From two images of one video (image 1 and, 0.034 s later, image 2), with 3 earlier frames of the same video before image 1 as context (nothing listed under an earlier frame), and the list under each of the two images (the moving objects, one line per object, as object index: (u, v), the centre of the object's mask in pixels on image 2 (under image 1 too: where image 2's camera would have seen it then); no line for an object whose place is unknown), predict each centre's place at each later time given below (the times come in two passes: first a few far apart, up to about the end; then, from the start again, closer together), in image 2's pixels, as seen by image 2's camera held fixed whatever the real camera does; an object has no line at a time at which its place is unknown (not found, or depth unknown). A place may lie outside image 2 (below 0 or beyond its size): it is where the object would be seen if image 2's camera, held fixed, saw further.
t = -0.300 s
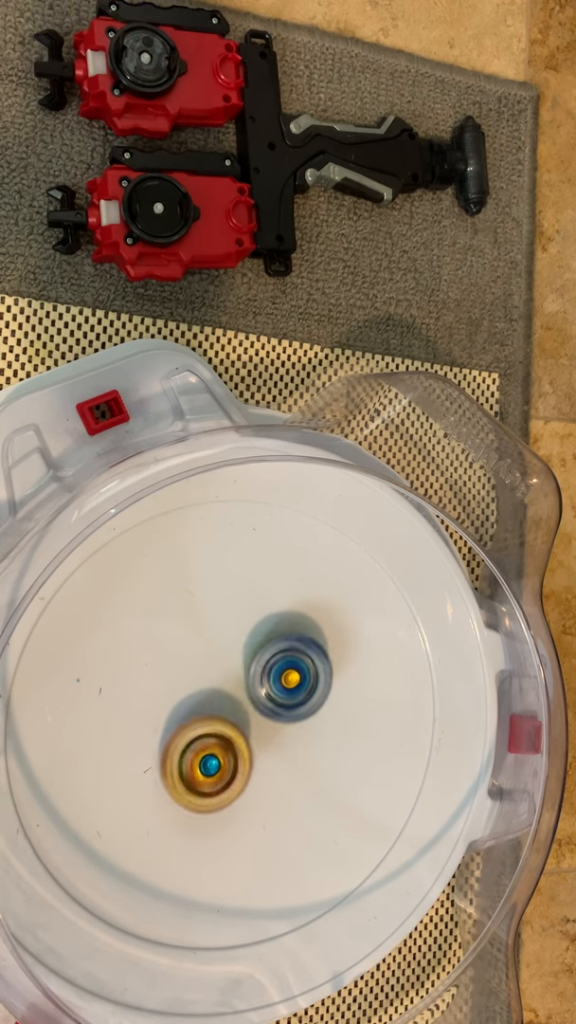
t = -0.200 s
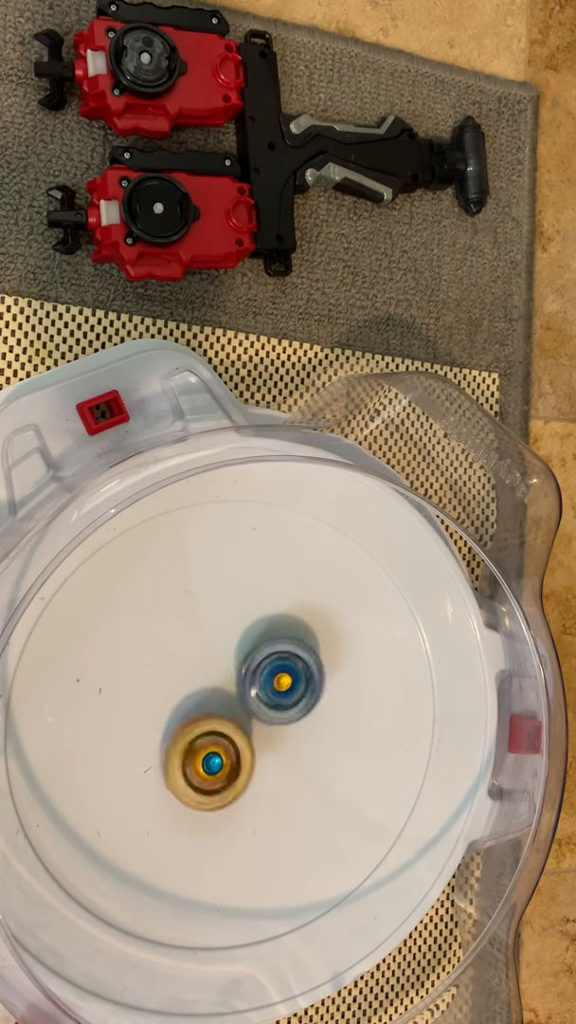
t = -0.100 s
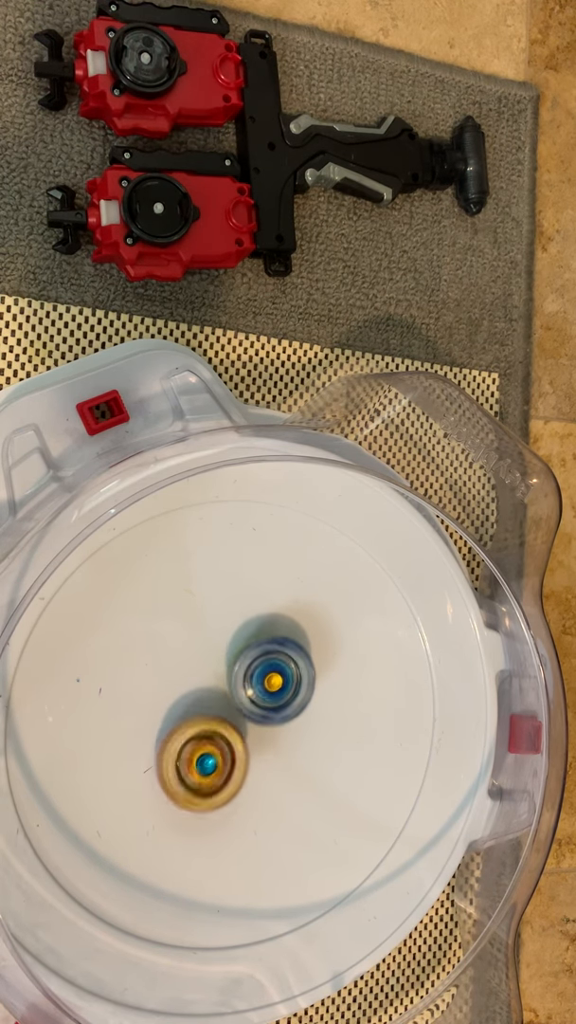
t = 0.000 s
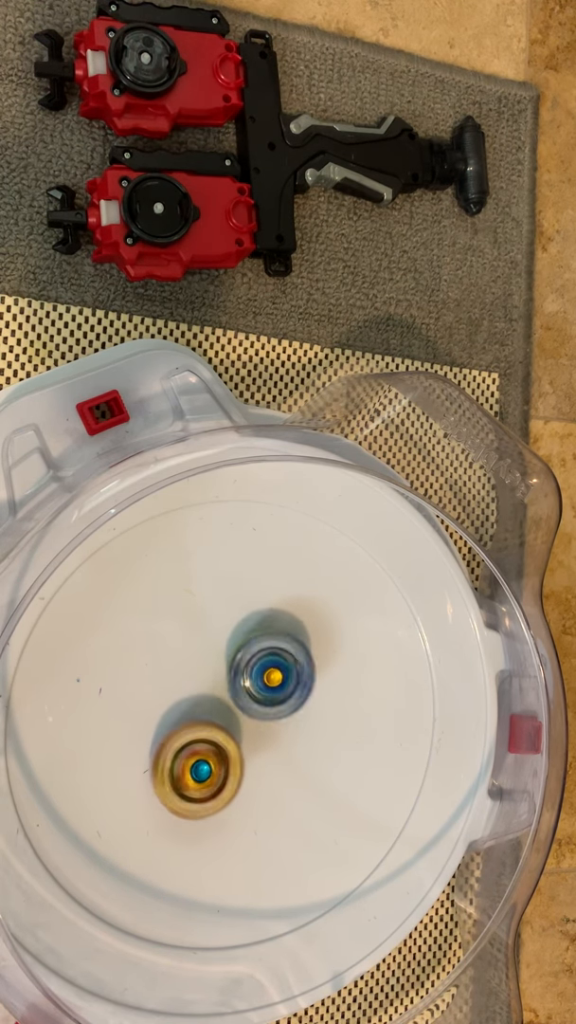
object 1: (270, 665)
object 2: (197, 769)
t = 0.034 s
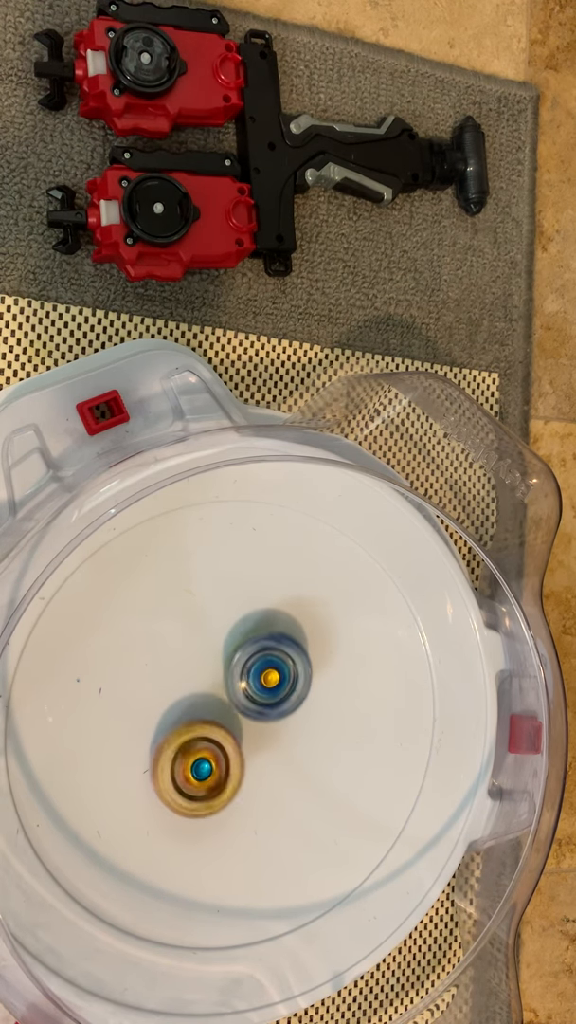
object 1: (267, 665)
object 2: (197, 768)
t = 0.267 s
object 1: (266, 650)
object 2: (184, 782)
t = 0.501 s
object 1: (253, 670)
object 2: (193, 762)
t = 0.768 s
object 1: (260, 667)
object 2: (195, 761)
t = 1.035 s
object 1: (264, 670)
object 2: (202, 764)
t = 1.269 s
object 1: (268, 670)
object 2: (209, 770)
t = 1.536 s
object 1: (267, 672)
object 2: (213, 770)
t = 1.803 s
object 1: (276, 667)
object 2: (203, 786)
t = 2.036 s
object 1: (261, 673)
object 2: (209, 767)
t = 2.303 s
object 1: (266, 667)
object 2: (213, 767)
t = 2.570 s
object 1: (262, 664)
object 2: (220, 770)
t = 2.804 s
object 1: (254, 662)
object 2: (227, 775)
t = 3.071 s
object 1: (242, 659)
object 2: (233, 782)
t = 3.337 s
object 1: (227, 664)
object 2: (239, 772)
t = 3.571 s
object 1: (223, 670)
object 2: (250, 774)
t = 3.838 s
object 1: (221, 673)
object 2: (257, 790)
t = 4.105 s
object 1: (228, 678)
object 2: (254, 794)
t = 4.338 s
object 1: (235, 674)
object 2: (247, 784)
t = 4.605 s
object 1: (235, 653)
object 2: (241, 778)
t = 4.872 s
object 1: (223, 649)
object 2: (250, 760)
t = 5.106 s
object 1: (215, 644)
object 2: (269, 769)
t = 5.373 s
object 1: (216, 674)
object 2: (263, 774)
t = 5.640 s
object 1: (227, 663)
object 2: (260, 790)
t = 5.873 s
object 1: (229, 664)
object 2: (250, 776)
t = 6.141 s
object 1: (231, 662)
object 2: (261, 763)
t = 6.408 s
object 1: (227, 666)
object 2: (272, 763)
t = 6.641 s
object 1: (229, 668)
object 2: (274, 772)
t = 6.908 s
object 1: (232, 670)
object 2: (260, 771)
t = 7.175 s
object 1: (230, 658)
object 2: (256, 771)
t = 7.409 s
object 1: (222, 660)
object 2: (260, 769)
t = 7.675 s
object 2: (267, 780)
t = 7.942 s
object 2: (260, 773)
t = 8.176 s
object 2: (265, 770)
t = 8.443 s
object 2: (270, 764)
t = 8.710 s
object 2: (276, 763)
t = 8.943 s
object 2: (274, 761)
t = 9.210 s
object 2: (273, 757)
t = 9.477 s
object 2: (274, 759)
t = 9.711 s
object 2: (268, 763)
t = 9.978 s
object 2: (266, 760)
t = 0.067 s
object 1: (264, 666)
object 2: (197, 766)
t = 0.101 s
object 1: (261, 667)
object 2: (198, 765)
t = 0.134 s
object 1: (257, 669)
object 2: (198, 761)
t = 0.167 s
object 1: (259, 662)
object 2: (192, 769)
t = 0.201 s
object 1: (262, 656)
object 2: (186, 775)
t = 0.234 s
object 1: (265, 652)
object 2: (185, 780)
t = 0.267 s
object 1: (266, 650)
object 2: (184, 782)
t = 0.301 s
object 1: (266, 649)
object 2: (184, 782)
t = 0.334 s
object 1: (266, 651)
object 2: (184, 781)
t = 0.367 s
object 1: (265, 653)
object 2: (185, 778)
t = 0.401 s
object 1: (262, 657)
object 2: (187, 775)
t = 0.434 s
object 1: (260, 660)
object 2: (188, 772)
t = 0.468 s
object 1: (257, 664)
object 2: (190, 767)
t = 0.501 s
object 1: (253, 670)
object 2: (193, 762)
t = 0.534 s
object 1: (253, 670)
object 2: (191, 761)
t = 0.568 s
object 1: (255, 666)
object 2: (188, 764)
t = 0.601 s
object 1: (257, 665)
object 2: (188, 765)
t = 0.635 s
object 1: (257, 666)
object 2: (188, 765)
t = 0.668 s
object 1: (258, 666)
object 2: (191, 764)
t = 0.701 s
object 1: (258, 668)
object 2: (194, 761)
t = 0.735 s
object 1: (257, 670)
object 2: (197, 758)
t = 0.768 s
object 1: (260, 667)
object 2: (195, 761)
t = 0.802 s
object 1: (263, 664)
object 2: (195, 764)
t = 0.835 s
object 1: (265, 664)
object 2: (196, 765)
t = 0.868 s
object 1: (266, 665)
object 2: (197, 766)
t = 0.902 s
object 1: (266, 666)
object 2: (198, 764)
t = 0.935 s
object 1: (266, 668)
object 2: (200, 764)
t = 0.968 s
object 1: (264, 671)
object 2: (201, 763)
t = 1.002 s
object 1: (263, 673)
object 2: (203, 762)
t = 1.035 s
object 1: (264, 670)
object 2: (202, 764)
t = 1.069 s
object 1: (265, 671)
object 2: (201, 765)
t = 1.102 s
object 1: (266, 670)
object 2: (202, 767)
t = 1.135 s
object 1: (266, 670)
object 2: (204, 767)
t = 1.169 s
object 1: (266, 672)
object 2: (207, 766)
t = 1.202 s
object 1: (265, 674)
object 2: (209, 766)
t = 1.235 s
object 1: (266, 672)
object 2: (209, 767)
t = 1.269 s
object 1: (268, 670)
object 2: (209, 770)
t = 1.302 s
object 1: (269, 669)
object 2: (210, 771)
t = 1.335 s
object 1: (270, 668)
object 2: (211, 773)
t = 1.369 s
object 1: (271, 669)
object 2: (212, 772)
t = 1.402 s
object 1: (269, 671)
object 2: (213, 770)
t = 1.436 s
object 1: (268, 672)
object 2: (214, 768)
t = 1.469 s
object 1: (267, 673)
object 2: (214, 767)
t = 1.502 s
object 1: (266, 673)
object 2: (212, 769)
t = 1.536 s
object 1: (267, 672)
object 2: (213, 770)
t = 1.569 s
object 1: (268, 672)
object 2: (213, 770)
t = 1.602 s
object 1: (267, 675)
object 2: (213, 770)
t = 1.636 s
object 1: (266, 676)
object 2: (213, 770)
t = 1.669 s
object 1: (270, 671)
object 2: (207, 776)
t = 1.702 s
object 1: (273, 668)
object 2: (204, 782)
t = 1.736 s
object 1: (275, 667)
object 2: (203, 786)
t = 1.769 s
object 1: (277, 666)
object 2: (203, 787)
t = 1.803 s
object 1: (276, 667)
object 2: (203, 786)
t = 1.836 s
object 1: (275, 667)
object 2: (203, 785)
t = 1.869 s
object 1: (273, 668)
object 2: (203, 783)
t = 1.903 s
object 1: (270, 670)
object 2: (203, 781)
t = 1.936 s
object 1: (268, 670)
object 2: (205, 778)
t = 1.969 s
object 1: (266, 670)
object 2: (205, 775)
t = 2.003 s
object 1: (264, 672)
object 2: (206, 771)
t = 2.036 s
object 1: (261, 673)
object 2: (209, 767)
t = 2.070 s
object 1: (264, 667)
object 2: (204, 771)
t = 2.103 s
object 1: (266, 663)
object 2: (202, 775)
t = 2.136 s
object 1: (268, 661)
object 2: (204, 777)
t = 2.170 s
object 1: (270, 660)
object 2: (205, 777)
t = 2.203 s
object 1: (270, 661)
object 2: (206, 776)
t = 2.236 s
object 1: (270, 662)
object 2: (209, 773)
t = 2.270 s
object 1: (269, 664)
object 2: (212, 770)
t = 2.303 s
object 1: (266, 667)
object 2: (213, 767)
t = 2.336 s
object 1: (264, 667)
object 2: (214, 767)
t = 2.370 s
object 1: (265, 665)
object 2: (214, 768)
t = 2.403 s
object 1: (264, 664)
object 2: (215, 769)
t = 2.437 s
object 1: (265, 664)
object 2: (217, 769)
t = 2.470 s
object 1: (264, 665)
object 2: (219, 767)
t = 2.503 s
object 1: (262, 666)
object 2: (221, 767)
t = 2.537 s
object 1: (263, 664)
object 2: (220, 769)
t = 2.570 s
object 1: (262, 664)
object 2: (220, 770)
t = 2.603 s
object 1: (262, 663)
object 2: (221, 770)
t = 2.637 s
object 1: (261, 664)
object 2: (223, 771)
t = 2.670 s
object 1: (259, 667)
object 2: (224, 770)
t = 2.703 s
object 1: (257, 665)
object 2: (225, 771)
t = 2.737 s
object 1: (255, 665)
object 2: (226, 771)
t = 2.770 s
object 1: (254, 665)
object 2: (227, 773)
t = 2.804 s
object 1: (254, 662)
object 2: (227, 775)
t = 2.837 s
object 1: (254, 661)
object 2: (227, 775)
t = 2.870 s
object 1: (252, 661)
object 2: (229, 776)
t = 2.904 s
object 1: (252, 661)
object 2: (230, 777)
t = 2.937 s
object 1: (250, 665)
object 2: (230, 777)
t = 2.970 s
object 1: (248, 666)
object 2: (232, 775)
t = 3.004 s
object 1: (246, 667)
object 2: (232, 775)
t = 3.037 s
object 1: (242, 663)
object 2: (232, 781)
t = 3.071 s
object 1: (242, 659)
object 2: (233, 782)
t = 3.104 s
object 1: (241, 658)
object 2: (234, 782)
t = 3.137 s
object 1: (238, 657)
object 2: (236, 782)
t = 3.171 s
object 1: (237, 658)
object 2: (236, 779)
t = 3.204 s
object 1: (235, 661)
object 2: (236, 777)
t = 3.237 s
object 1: (233, 662)
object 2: (237, 774)
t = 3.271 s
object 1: (231, 664)
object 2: (237, 773)
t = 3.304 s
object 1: (227, 664)
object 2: (237, 773)
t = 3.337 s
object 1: (227, 664)
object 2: (239, 772)
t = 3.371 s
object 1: (226, 663)
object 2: (240, 773)
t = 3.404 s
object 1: (224, 659)
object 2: (244, 776)
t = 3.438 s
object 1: (224, 659)
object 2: (246, 777)
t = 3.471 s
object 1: (223, 660)
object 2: (248, 777)
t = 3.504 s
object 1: (223, 661)
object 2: (250, 776)
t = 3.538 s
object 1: (222, 667)
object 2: (250, 775)
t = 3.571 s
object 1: (223, 670)
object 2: (250, 774)
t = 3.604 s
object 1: (221, 672)
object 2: (251, 776)
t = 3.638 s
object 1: (220, 673)
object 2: (252, 777)
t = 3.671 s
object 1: (220, 674)
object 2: (254, 777)
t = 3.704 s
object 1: (220, 677)
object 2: (254, 778)
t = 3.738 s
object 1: (219, 674)
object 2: (256, 783)
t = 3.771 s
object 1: (219, 673)
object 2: (257, 787)
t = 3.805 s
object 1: (220, 672)
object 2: (258, 789)
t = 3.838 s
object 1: (221, 673)
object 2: (257, 790)
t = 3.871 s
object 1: (220, 675)
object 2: (257, 790)
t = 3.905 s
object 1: (222, 677)
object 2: (256, 790)
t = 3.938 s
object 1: (223, 681)
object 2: (256, 789)
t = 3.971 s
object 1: (225, 682)
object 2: (255, 788)
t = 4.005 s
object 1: (225, 685)
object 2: (253, 788)
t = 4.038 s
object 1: (225, 681)
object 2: (254, 791)
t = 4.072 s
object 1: (226, 678)
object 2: (253, 793)
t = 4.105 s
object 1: (228, 678)
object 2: (254, 794)
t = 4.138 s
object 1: (230, 678)
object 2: (252, 792)
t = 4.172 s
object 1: (232, 678)
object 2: (250, 791)
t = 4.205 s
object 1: (232, 679)
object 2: (250, 788)
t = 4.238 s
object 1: (233, 680)
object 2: (249, 786)
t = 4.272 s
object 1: (233, 678)
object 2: (248, 787)
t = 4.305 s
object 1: (233, 677)
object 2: (248, 784)
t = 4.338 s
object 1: (235, 674)
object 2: (247, 784)
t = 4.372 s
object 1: (235, 666)
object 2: (247, 788)
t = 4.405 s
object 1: (237, 659)
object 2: (245, 791)
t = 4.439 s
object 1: (237, 656)
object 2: (246, 791)
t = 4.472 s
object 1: (238, 653)
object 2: (245, 790)
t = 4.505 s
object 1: (238, 653)
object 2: (244, 789)
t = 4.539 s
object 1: (237, 652)
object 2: (243, 785)
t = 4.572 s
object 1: (237, 653)
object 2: (241, 783)
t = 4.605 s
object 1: (235, 653)
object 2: (241, 778)
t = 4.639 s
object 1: (234, 654)
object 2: (239, 774)
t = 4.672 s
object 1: (231, 656)
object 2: (240, 769)
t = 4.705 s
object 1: (230, 658)
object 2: (240, 764)
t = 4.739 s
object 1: (226, 652)
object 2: (242, 768)
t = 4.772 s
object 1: (225, 649)
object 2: (244, 768)
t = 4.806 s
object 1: (225, 648)
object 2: (246, 766)
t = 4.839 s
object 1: (224, 648)
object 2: (249, 763)
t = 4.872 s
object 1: (223, 649)
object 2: (250, 760)
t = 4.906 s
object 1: (222, 652)
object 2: (252, 757)
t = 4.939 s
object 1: (221, 655)
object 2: (254, 753)
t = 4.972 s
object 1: (217, 651)
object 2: (257, 759)
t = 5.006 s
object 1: (215, 645)
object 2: (262, 765)
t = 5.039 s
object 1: (214, 643)
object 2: (264, 768)
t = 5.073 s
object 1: (214, 643)
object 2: (267, 769)
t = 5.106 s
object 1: (215, 644)
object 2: (269, 769)
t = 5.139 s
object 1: (214, 647)
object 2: (269, 770)
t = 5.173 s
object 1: (214, 651)
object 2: (268, 771)
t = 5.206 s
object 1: (213, 655)
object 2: (268, 772)
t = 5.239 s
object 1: (214, 660)
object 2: (267, 772)
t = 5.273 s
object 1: (214, 666)
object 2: (266, 772)
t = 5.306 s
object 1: (215, 670)
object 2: (264, 770)
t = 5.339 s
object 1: (217, 676)
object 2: (261, 768)
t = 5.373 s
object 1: (216, 674)
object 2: (263, 774)
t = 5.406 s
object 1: (217, 673)
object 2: (264, 778)
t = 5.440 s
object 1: (219, 672)
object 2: (264, 778)
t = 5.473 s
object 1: (222, 673)
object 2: (264, 778)
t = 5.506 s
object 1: (224, 675)
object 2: (262, 777)
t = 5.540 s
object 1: (228, 677)
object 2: (260, 777)
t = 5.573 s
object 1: (226, 672)
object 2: (260, 785)
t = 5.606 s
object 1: (227, 666)
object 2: (260, 790)
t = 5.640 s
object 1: (227, 663)
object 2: (260, 790)
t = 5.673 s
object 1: (228, 660)
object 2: (260, 791)
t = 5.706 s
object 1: (229, 660)
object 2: (258, 790)
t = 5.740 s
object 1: (229, 659)
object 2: (256, 790)
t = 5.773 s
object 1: (229, 662)
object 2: (255, 786)
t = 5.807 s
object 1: (229, 662)
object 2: (253, 784)
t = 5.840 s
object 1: (229, 664)
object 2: (251, 779)
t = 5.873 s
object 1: (229, 664)
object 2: (250, 776)
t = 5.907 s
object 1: (229, 666)
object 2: (249, 770)
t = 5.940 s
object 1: (228, 665)
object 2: (249, 770)
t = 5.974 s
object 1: (228, 663)
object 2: (250, 769)
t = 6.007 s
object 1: (228, 664)
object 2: (251, 767)
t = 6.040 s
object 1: (229, 662)
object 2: (254, 767)
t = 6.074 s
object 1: (228, 661)
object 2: (256, 767)
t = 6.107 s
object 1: (230, 661)
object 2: (258, 764)
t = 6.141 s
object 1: (231, 662)
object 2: (261, 763)
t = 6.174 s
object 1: (230, 660)
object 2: (263, 763)
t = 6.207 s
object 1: (228, 658)
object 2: (266, 766)
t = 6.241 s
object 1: (227, 657)
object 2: (268, 765)
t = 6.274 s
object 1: (227, 657)
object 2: (271, 765)
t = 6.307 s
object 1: (227, 657)
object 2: (271, 764)
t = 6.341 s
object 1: (227, 660)
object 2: (272, 764)
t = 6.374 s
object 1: (227, 663)
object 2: (272, 763)
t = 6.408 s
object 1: (227, 666)
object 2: (272, 763)
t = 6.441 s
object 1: (228, 669)
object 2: (271, 761)
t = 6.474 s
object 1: (227, 670)
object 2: (272, 762)
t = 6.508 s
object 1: (227, 671)
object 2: (272, 762)
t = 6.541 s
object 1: (227, 671)
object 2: (273, 765)
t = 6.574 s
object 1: (230, 672)
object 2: (274, 765)
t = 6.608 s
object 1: (231, 673)
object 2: (274, 765)
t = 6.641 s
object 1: (229, 668)
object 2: (274, 772)
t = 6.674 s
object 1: (230, 666)
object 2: (273, 776)
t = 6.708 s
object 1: (231, 664)
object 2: (273, 776)
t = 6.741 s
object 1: (232, 664)
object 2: (272, 776)
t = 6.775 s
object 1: (232, 664)
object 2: (270, 777)
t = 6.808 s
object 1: (232, 666)
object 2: (267, 777)
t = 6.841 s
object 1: (232, 668)
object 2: (264, 775)
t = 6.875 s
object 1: (232, 670)
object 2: (261, 773)
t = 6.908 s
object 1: (232, 670)
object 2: (260, 771)
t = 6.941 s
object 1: (230, 668)
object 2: (259, 773)
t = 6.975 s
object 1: (230, 667)
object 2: (258, 772)
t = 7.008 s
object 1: (231, 669)
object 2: (256, 769)
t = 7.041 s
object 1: (231, 665)
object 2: (256, 770)
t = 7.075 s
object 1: (231, 664)
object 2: (255, 769)
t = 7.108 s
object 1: (231, 665)
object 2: (255, 767)
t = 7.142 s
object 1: (230, 662)
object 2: (256, 770)
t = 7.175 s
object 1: (230, 658)
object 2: (256, 771)
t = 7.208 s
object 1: (229, 659)
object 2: (257, 771)
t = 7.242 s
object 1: (230, 659)
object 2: (258, 769)
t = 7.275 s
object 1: (229, 660)
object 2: (258, 768)
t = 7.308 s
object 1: (229, 662)
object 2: (258, 766)
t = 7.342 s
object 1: (227, 663)
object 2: (258, 764)
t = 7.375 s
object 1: (225, 660)
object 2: (259, 769)
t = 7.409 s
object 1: (222, 660)
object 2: (260, 769)
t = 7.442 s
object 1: (224, 662)
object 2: (262, 768)
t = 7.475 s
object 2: (262, 768)
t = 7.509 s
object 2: (261, 767)
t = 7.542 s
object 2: (260, 766)
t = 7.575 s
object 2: (262, 771)
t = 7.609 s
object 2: (265, 777)
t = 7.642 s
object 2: (267, 780)
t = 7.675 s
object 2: (267, 780)
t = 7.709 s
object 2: (268, 780)
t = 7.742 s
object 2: (267, 781)
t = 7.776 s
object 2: (267, 780)
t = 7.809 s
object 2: (265, 779)
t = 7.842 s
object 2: (263, 776)
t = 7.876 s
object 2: (262, 774)
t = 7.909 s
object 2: (261, 774)
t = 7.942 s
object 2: (260, 773)
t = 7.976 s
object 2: (261, 776)
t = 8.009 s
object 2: (262, 776)
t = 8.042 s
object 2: (265, 776)
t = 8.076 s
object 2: (265, 776)
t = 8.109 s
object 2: (265, 774)
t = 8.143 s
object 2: (265, 772)
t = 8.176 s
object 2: (265, 770)
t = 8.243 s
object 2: (264, 767)
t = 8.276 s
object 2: (265, 767)
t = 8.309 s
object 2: (265, 766)
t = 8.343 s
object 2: (265, 764)
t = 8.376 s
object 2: (268, 764)
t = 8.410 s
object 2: (269, 765)
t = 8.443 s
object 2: (270, 764)
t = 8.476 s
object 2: (271, 763)
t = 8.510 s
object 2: (274, 766)
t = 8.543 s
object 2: (275, 767)
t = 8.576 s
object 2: (275, 766)
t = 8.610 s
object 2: (277, 766)
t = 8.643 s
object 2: (278, 766)
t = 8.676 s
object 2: (277, 764)
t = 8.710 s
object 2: (276, 763)
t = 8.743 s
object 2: (275, 760)
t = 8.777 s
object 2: (275, 764)
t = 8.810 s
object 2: (274, 765)
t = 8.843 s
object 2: (273, 763)
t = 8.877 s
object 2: (274, 763)
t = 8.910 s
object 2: (275, 763)
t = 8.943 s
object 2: (274, 761)
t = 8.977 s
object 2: (275, 761)
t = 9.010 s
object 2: (275, 761)
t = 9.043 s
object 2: (274, 760)
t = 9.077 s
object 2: (274, 759)
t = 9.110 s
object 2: (275, 759)
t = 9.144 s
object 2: (274, 758)
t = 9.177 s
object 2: (273, 757)
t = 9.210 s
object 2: (273, 757)
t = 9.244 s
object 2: (273, 757)
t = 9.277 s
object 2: (272, 755)
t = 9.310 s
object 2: (273, 756)
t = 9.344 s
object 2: (274, 759)
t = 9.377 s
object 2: (273, 760)
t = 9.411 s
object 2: (273, 757)
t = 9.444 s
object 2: (275, 758)
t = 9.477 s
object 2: (274, 759)
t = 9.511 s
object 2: (273, 758)
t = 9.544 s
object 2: (272, 760)
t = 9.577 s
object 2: (273, 765)
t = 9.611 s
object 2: (271, 767)
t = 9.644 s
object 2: (269, 766)
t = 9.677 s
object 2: (268, 764)
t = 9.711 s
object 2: (268, 763)
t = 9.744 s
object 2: (265, 761)
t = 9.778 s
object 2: (263, 759)
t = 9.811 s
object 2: (263, 760)
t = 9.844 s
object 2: (263, 762)
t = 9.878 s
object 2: (262, 761)
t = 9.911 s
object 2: (261, 760)
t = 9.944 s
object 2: (264, 759)
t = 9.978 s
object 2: (266, 760)
